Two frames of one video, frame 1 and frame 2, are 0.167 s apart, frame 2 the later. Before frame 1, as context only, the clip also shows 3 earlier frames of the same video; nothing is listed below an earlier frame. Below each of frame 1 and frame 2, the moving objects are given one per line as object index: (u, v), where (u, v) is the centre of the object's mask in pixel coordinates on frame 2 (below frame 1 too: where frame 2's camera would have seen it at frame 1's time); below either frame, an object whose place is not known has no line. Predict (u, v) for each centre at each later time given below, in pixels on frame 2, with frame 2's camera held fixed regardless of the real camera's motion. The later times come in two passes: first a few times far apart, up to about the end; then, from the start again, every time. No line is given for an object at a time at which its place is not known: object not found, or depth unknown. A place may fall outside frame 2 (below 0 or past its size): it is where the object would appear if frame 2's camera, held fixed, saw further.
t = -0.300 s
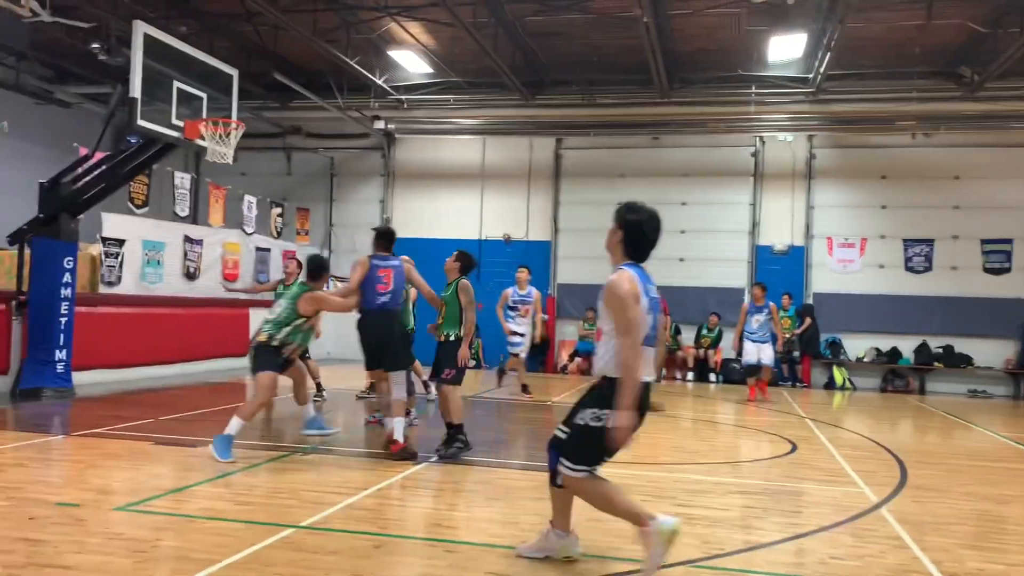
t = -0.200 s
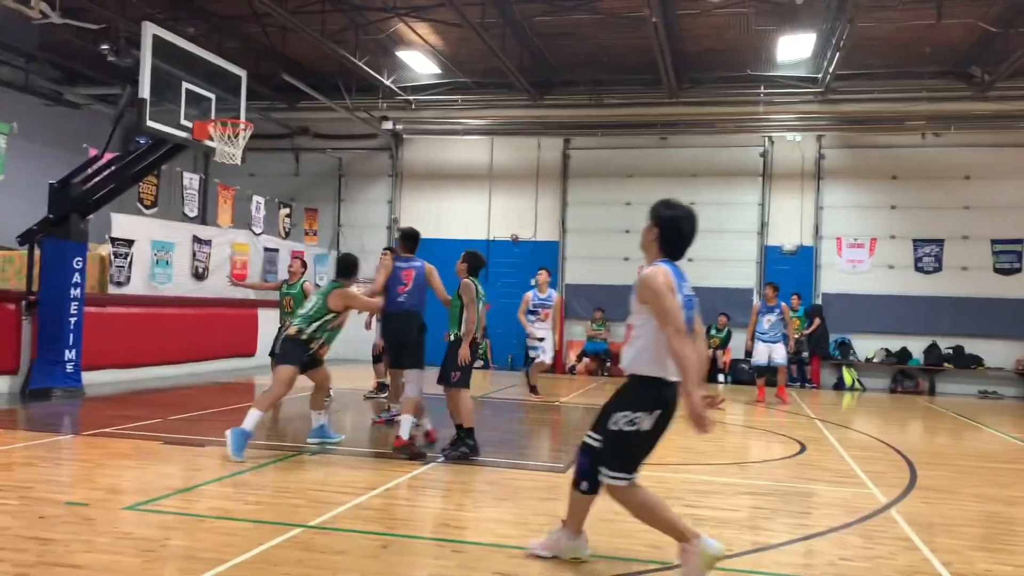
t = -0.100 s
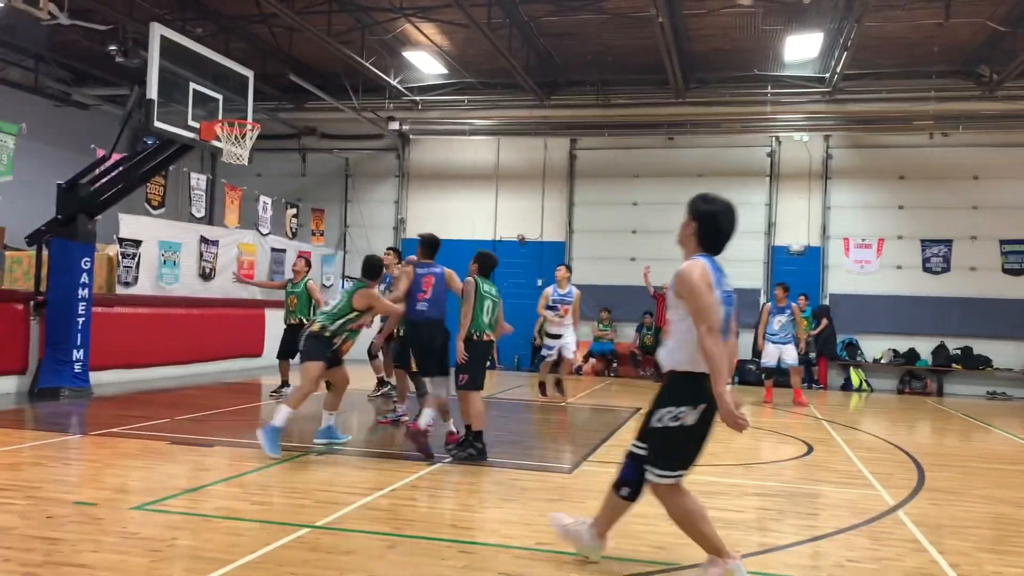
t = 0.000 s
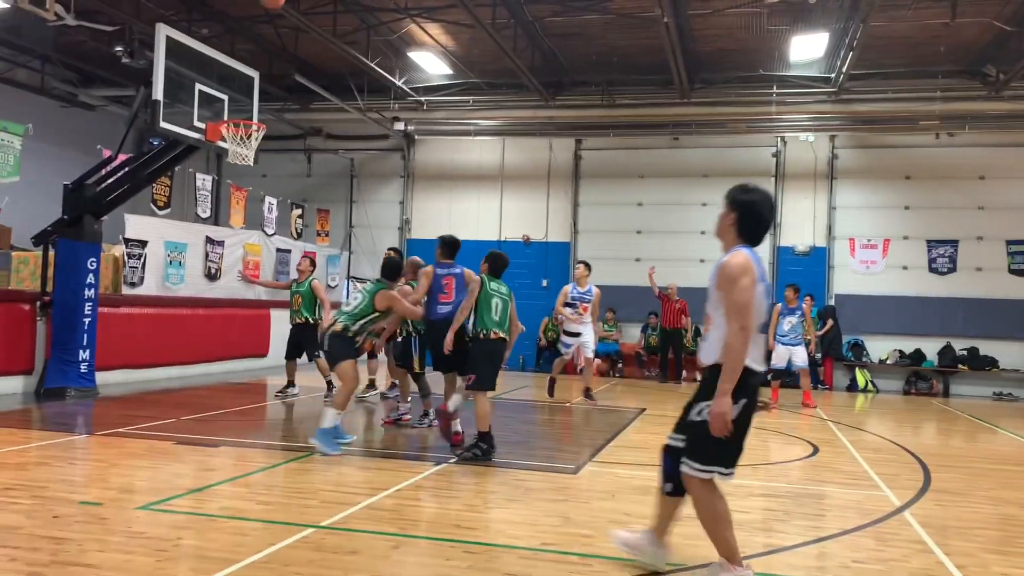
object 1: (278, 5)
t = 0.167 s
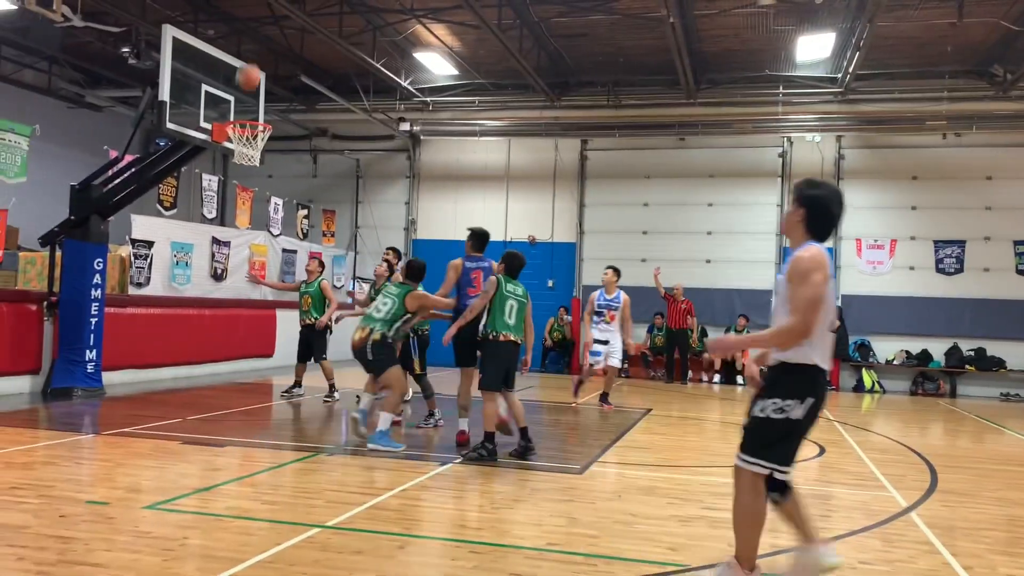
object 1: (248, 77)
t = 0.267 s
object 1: (236, 103)
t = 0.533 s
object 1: (254, 64)
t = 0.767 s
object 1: (290, 77)
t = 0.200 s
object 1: (243, 93)
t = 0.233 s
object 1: (239, 110)
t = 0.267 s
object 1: (236, 103)
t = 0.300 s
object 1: (235, 95)
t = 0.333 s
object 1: (234, 88)
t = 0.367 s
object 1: (232, 82)
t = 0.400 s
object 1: (232, 78)
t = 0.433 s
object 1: (238, 74)
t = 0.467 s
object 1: (244, 69)
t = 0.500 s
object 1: (249, 66)
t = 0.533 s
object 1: (254, 64)
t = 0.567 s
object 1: (260, 63)
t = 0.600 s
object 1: (265, 63)
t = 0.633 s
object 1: (270, 64)
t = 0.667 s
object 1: (275, 66)
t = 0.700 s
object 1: (279, 69)
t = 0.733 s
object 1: (285, 73)
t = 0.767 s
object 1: (290, 77)
